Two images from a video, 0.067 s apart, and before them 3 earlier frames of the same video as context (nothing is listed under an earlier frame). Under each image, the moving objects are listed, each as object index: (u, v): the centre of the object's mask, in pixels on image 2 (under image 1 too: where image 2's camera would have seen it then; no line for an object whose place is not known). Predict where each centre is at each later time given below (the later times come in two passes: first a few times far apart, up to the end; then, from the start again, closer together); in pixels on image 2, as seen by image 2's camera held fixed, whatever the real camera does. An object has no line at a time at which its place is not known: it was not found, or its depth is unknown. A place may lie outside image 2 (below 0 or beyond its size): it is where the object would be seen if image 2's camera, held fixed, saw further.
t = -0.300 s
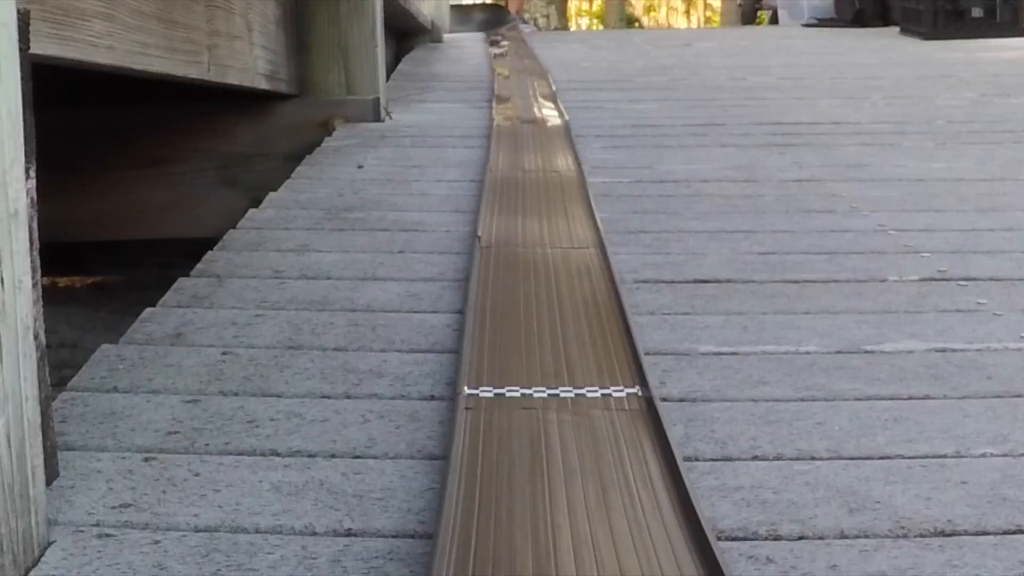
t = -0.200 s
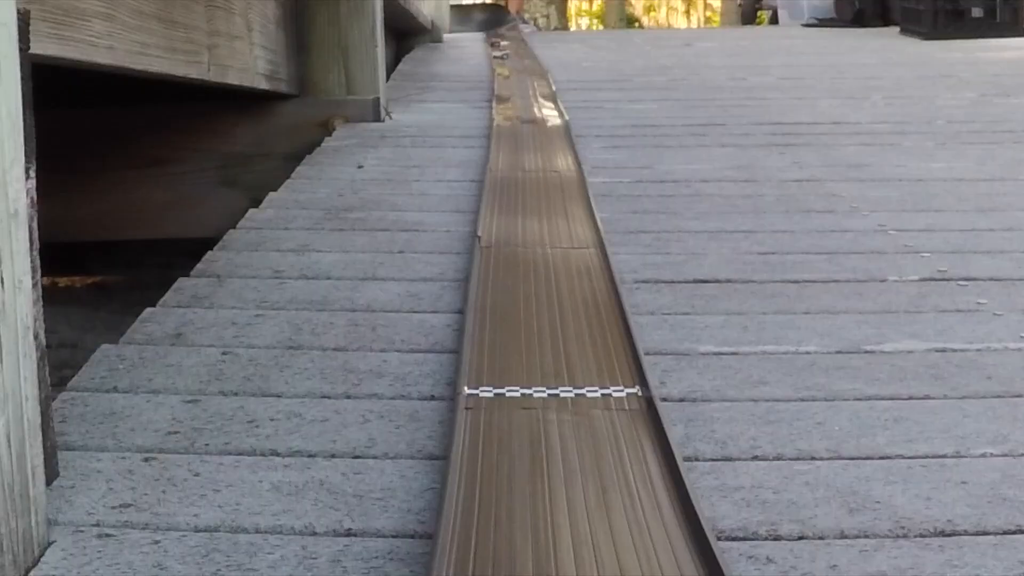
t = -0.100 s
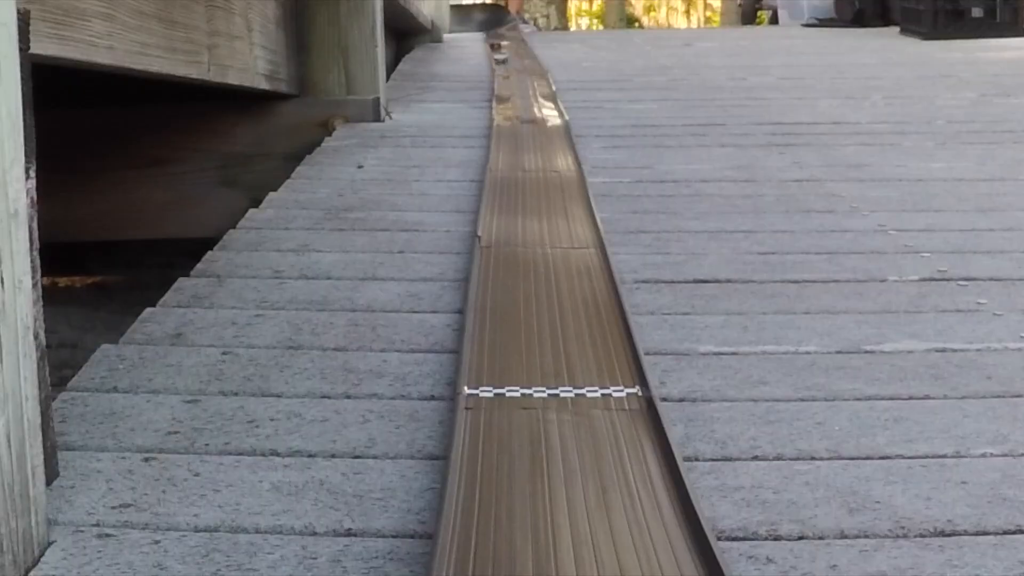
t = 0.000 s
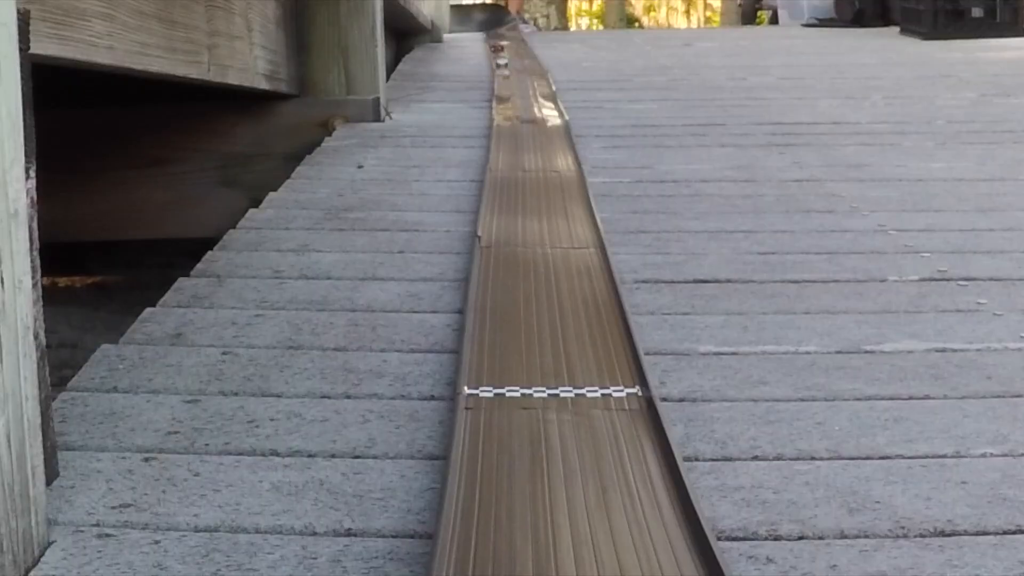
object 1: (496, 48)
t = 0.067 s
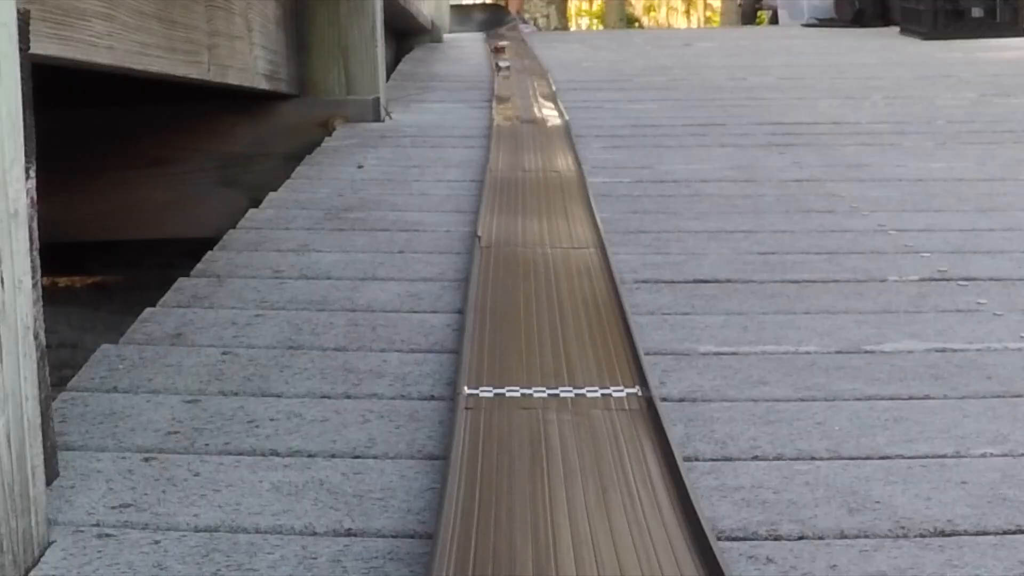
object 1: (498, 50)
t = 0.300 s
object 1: (503, 54)
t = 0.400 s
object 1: (509, 56)
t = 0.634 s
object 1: (520, 63)
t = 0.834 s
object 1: (528, 68)
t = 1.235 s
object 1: (533, 76)
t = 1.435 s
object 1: (529, 81)
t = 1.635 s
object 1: (519, 87)
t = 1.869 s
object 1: (504, 92)
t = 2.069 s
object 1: (511, 98)
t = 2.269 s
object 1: (520, 104)
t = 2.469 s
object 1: (528, 108)
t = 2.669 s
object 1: (538, 115)
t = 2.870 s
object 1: (551, 122)
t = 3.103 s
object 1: (561, 136)
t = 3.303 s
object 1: (564, 146)
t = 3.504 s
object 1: (566, 156)
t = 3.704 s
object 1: (569, 167)
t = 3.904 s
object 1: (569, 184)
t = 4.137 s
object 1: (575, 201)
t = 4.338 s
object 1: (580, 219)
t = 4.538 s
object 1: (585, 238)
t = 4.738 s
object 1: (590, 262)
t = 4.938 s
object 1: (597, 291)
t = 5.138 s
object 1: (605, 326)
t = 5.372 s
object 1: (620, 377)
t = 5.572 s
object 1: (637, 430)
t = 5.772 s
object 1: (656, 494)
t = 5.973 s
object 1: (679, 557)
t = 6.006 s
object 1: (681, 561)
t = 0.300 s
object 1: (503, 54)
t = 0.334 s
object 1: (504, 54)
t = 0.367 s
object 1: (506, 55)
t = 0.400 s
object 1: (509, 56)
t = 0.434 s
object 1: (510, 56)
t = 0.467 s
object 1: (510, 57)
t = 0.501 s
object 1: (511, 57)
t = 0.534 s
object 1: (514, 59)
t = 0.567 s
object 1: (516, 60)
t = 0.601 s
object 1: (518, 61)
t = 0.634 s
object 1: (520, 63)
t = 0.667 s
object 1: (522, 63)
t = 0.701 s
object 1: (526, 64)
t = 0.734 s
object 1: (526, 65)
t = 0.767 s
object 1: (527, 65)
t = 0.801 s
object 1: (527, 66)
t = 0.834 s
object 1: (528, 68)
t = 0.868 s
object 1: (529, 68)
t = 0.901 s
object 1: (530, 69)
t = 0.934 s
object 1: (530, 70)
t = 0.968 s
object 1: (531, 71)
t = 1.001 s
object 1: (532, 71)
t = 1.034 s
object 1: (533, 71)
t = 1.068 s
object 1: (534, 71)
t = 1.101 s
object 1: (533, 72)
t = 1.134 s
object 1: (534, 73)
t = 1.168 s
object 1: (534, 74)
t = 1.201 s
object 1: (534, 75)
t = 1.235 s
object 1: (533, 76)
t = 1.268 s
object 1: (533, 77)
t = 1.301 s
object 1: (532, 78)
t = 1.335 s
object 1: (532, 79)
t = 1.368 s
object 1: (531, 80)
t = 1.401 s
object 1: (529, 81)
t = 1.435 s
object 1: (529, 81)
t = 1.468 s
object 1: (528, 82)
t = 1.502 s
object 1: (526, 82)
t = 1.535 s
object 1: (524, 84)
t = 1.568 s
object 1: (522, 85)
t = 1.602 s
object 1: (520, 86)
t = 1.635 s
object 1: (519, 87)
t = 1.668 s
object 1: (516, 88)
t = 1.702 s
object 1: (514, 89)
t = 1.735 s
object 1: (511, 90)
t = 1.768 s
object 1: (509, 91)
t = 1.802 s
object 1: (507, 91)
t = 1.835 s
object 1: (505, 92)
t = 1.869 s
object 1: (504, 92)
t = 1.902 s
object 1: (504, 93)
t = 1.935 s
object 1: (505, 95)
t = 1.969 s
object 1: (506, 95)
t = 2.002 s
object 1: (508, 96)
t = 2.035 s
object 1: (509, 97)
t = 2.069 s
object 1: (511, 98)
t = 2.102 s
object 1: (512, 99)
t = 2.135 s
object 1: (513, 100)
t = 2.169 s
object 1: (515, 101)
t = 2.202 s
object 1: (516, 102)
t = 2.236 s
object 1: (517, 103)
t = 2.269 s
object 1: (520, 104)
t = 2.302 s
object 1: (521, 104)
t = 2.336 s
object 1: (522, 105)
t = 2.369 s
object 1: (524, 106)
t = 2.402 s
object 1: (525, 107)
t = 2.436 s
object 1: (526, 107)
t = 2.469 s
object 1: (528, 108)
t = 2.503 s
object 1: (530, 109)
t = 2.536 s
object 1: (531, 110)
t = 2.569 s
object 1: (533, 112)
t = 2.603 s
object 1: (534, 113)
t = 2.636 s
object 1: (536, 114)
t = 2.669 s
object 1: (538, 115)
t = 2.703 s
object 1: (540, 116)
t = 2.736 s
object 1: (542, 118)
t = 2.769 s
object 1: (545, 119)
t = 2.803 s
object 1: (547, 120)
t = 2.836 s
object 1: (548, 120)
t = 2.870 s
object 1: (551, 122)
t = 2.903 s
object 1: (553, 124)
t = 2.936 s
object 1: (556, 126)
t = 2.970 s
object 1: (558, 128)
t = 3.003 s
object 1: (559, 131)
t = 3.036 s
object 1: (560, 133)
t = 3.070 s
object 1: (561, 135)
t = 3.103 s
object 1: (561, 136)
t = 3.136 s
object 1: (561, 138)
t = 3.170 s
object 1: (562, 140)
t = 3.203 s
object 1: (562, 141)
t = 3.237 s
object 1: (562, 143)
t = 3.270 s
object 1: (563, 145)
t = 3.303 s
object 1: (564, 146)
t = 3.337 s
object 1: (564, 148)
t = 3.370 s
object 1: (565, 150)
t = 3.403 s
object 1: (565, 151)
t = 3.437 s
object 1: (566, 154)
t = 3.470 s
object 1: (566, 155)
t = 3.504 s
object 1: (566, 156)
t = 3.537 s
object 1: (567, 158)
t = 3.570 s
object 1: (567, 160)
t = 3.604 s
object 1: (568, 162)
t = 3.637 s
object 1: (568, 163)
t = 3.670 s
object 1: (568, 165)
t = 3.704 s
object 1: (569, 167)
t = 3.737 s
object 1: (569, 169)
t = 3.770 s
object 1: (569, 173)
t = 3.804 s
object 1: (569, 176)
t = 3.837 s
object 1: (569, 178)
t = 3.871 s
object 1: (569, 181)
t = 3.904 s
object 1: (569, 184)
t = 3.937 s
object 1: (570, 186)
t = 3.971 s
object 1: (571, 189)
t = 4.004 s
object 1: (571, 193)
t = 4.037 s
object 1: (572, 194)
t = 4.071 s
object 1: (573, 197)
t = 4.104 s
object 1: (574, 200)
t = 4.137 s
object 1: (575, 201)
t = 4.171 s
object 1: (577, 205)
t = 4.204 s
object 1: (577, 207)
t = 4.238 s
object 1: (578, 211)
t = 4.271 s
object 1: (579, 213)
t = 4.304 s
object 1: (579, 216)
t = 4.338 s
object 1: (580, 219)
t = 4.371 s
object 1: (581, 221)
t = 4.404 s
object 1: (582, 225)
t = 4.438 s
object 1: (583, 229)
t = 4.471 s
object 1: (583, 231)
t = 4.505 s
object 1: (584, 235)
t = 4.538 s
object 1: (585, 238)
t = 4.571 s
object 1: (586, 241)
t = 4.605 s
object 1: (586, 245)
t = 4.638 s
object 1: (587, 249)
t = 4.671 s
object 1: (588, 254)
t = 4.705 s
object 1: (589, 257)
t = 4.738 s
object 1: (590, 262)
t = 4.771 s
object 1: (591, 266)
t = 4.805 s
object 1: (592, 271)
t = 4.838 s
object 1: (593, 275)
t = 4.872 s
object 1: (594, 280)
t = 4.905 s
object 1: (595, 285)
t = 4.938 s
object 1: (597, 291)
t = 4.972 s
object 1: (598, 296)
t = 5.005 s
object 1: (599, 301)
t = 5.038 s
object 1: (600, 307)
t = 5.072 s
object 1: (602, 314)
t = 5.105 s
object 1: (604, 321)
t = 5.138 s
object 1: (605, 326)
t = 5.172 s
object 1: (608, 333)
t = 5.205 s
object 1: (610, 340)
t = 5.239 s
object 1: (611, 346)
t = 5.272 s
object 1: (613, 353)
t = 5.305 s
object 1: (615, 362)
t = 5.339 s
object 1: (617, 369)
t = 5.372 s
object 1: (620, 377)
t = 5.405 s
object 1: (622, 386)
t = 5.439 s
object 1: (626, 396)
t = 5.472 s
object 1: (628, 403)
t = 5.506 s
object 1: (631, 413)
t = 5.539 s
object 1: (634, 422)
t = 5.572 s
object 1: (637, 430)
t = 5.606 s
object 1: (640, 441)
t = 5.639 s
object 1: (643, 452)
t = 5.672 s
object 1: (646, 461)
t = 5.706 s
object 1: (649, 473)
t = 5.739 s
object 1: (653, 486)
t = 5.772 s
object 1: (656, 494)
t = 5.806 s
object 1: (659, 506)
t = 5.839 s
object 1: (663, 519)
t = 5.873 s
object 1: (668, 530)
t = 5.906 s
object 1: (671, 539)
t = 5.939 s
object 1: (675, 551)
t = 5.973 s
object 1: (679, 557)
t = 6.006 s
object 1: (681, 561)
